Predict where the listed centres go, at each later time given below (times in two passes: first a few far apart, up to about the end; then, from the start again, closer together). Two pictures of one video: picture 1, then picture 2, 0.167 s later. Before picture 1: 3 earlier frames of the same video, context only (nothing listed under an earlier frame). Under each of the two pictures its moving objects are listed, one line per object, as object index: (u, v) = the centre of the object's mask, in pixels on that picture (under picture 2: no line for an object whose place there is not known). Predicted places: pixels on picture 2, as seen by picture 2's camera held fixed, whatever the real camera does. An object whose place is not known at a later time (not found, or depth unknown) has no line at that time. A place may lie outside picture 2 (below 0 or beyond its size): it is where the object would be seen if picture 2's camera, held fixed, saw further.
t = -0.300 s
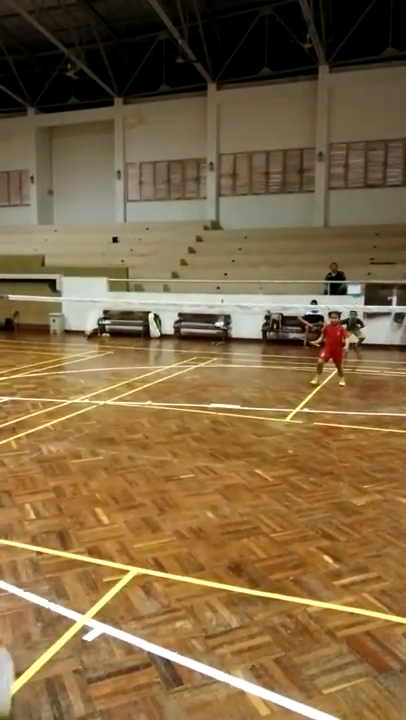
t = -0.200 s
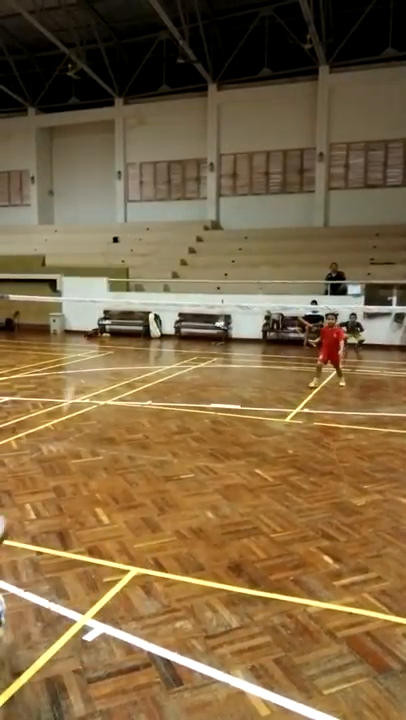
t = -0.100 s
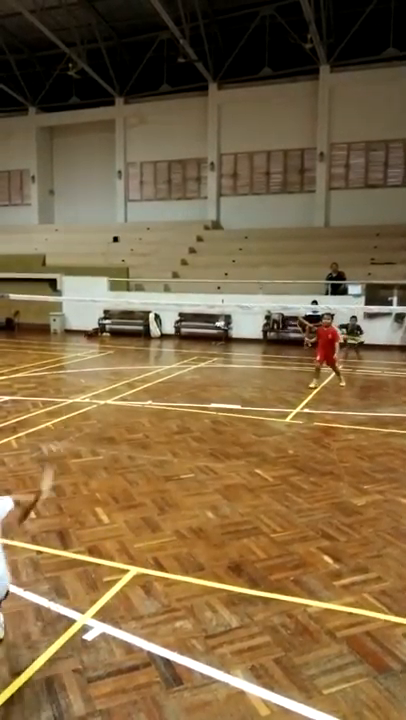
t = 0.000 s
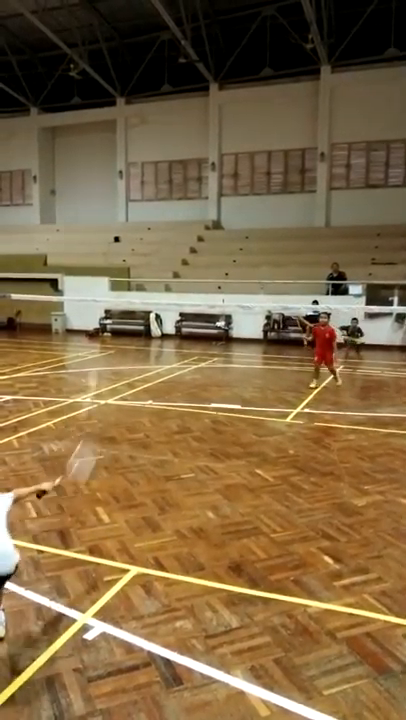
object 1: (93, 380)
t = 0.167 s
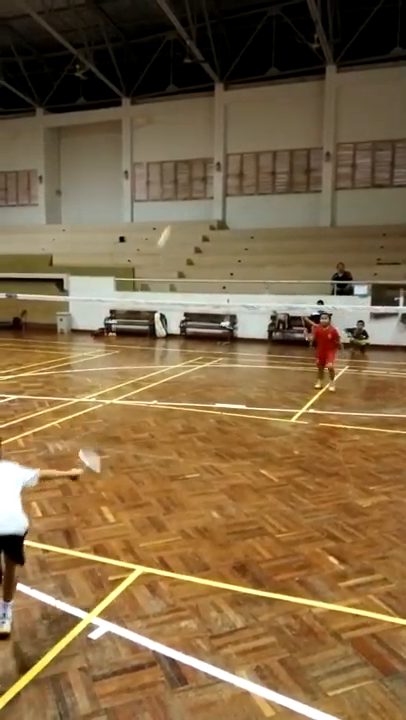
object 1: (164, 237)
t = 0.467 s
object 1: (220, 167)
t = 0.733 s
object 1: (247, 187)
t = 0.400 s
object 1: (210, 172)
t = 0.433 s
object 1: (215, 168)
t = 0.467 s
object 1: (220, 167)
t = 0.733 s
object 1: (247, 187)
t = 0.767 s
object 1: (250, 193)
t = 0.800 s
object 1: (253, 199)
